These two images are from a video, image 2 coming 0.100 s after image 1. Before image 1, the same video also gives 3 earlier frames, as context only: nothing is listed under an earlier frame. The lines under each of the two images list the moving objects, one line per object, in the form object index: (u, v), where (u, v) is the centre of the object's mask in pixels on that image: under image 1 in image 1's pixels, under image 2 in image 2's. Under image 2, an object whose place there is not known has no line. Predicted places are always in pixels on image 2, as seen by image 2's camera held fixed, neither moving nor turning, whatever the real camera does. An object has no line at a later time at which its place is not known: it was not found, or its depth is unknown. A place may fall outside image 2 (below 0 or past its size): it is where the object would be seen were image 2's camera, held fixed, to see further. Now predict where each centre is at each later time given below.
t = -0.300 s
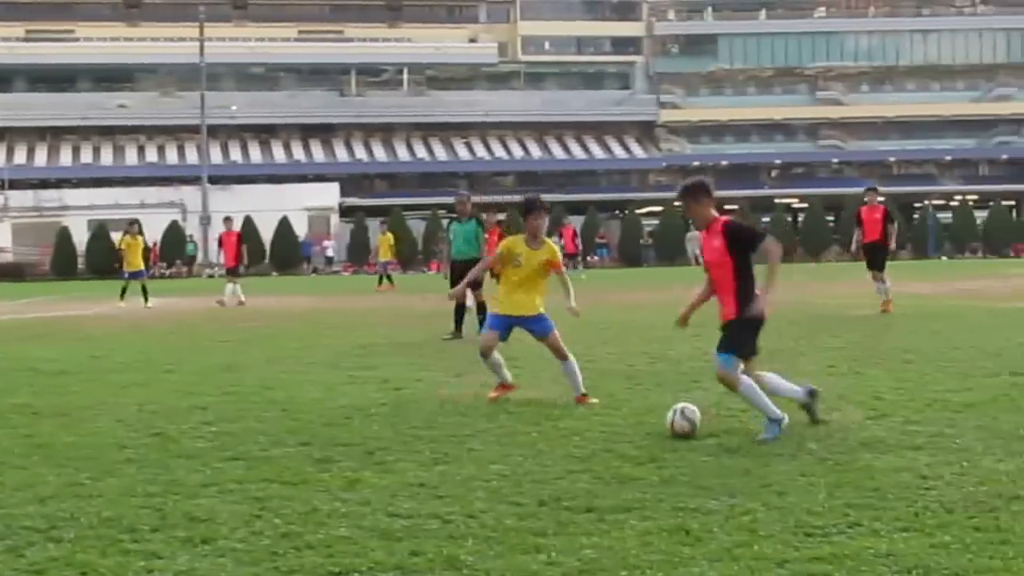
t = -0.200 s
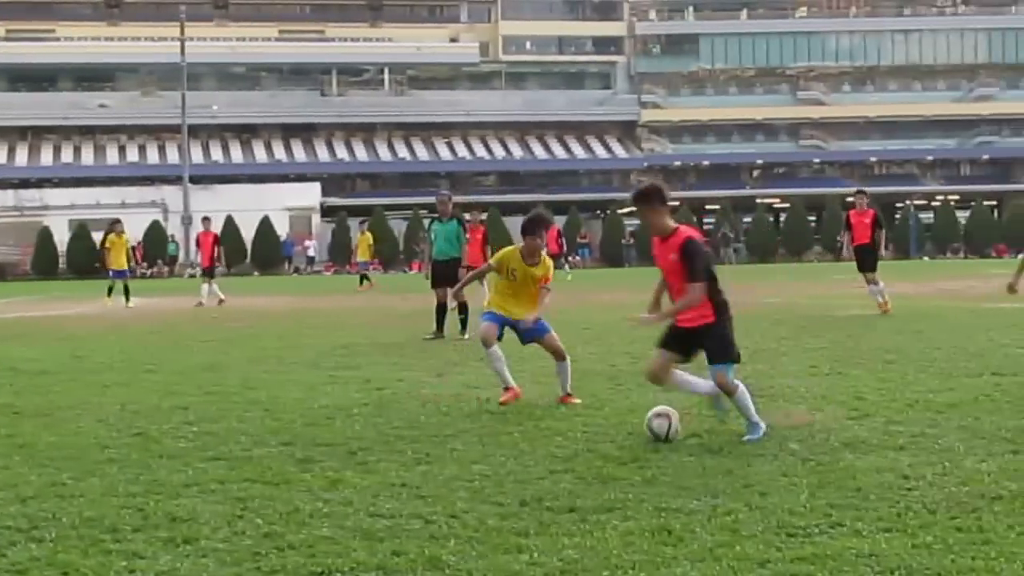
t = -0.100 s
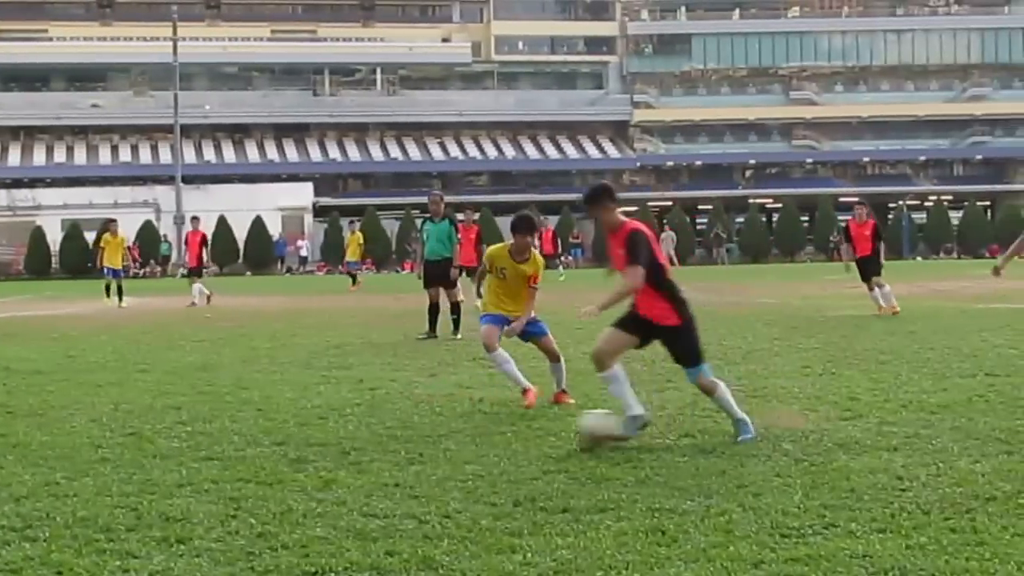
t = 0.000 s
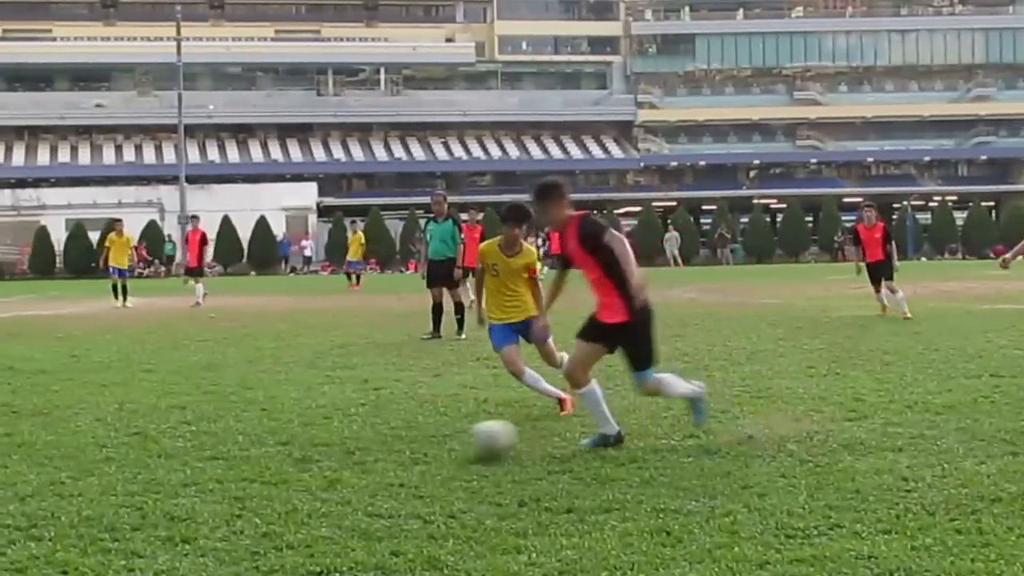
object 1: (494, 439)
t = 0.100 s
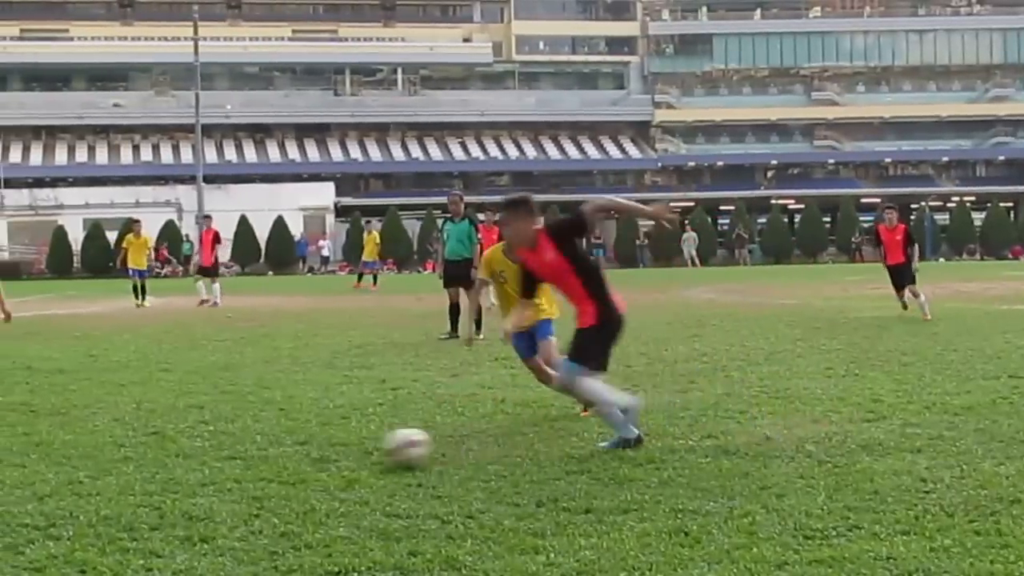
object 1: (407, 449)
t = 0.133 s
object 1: (375, 452)
